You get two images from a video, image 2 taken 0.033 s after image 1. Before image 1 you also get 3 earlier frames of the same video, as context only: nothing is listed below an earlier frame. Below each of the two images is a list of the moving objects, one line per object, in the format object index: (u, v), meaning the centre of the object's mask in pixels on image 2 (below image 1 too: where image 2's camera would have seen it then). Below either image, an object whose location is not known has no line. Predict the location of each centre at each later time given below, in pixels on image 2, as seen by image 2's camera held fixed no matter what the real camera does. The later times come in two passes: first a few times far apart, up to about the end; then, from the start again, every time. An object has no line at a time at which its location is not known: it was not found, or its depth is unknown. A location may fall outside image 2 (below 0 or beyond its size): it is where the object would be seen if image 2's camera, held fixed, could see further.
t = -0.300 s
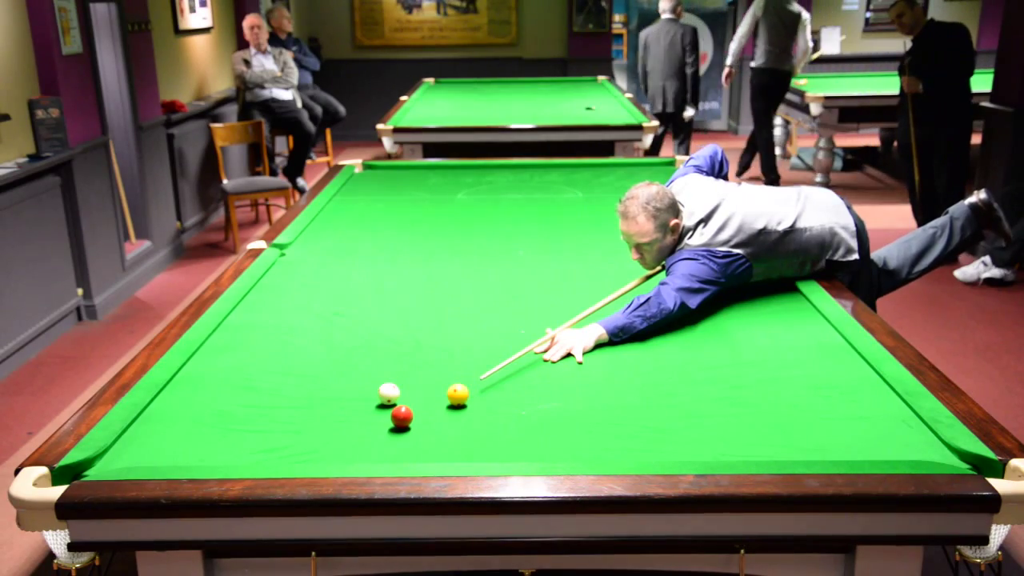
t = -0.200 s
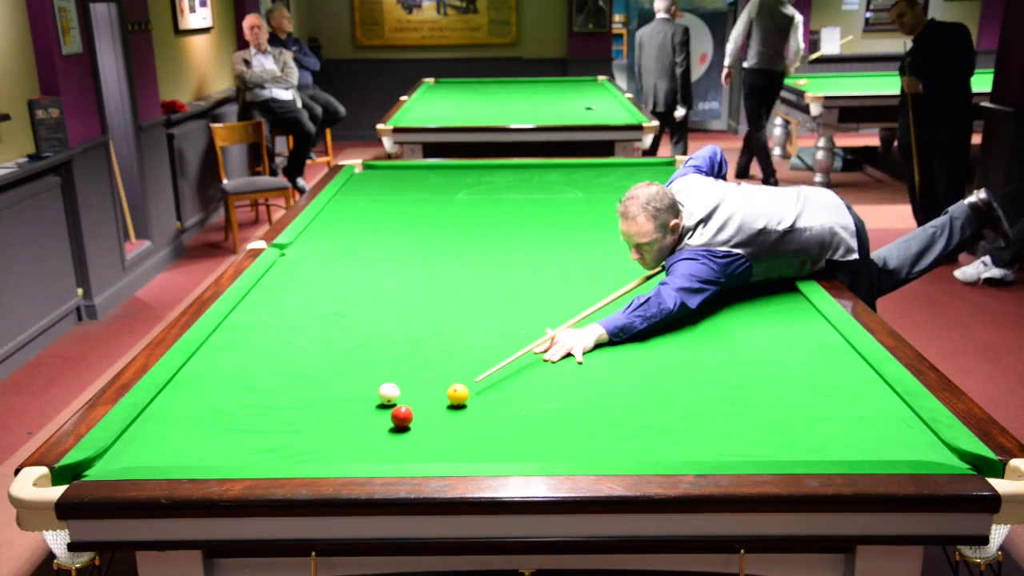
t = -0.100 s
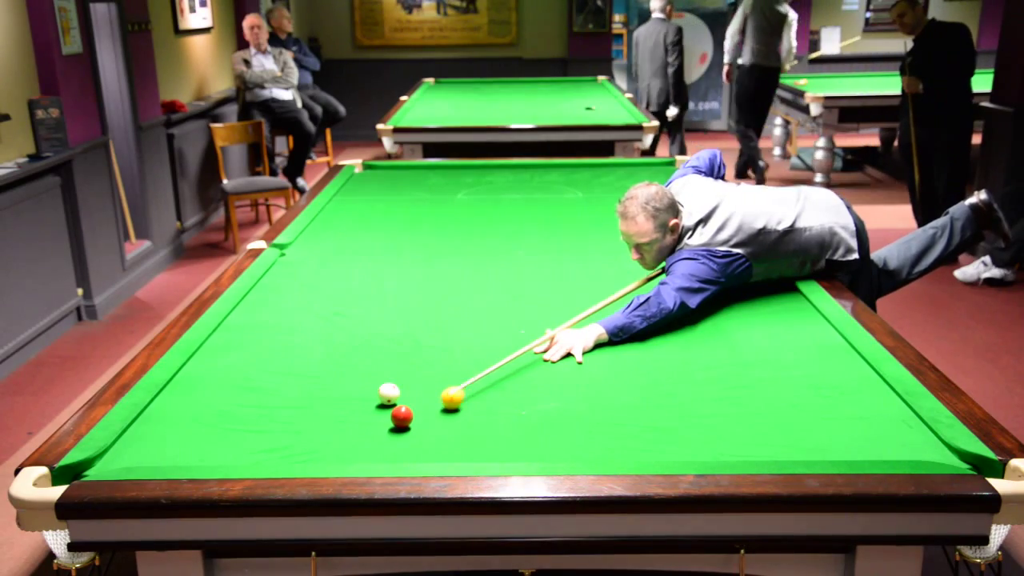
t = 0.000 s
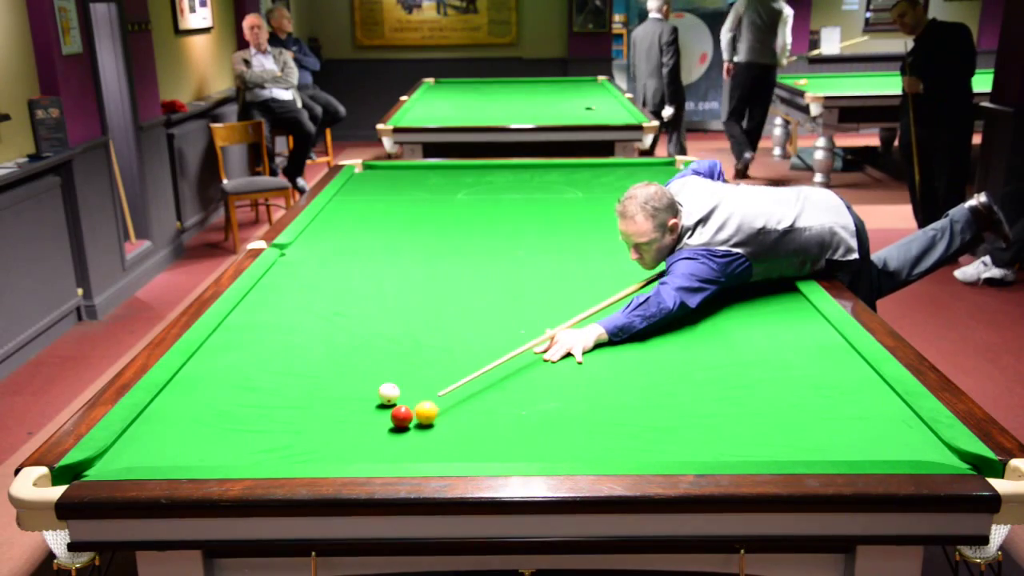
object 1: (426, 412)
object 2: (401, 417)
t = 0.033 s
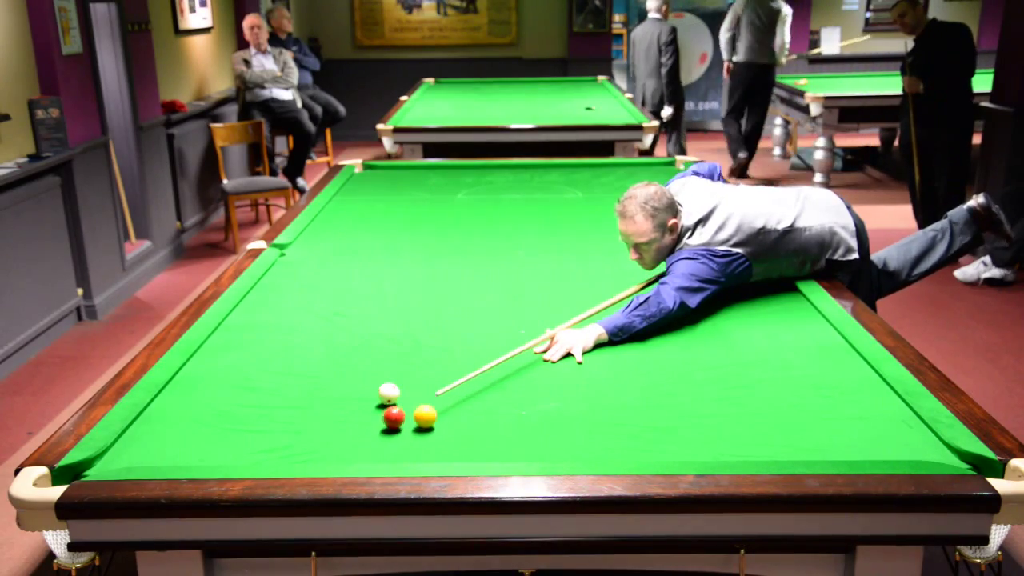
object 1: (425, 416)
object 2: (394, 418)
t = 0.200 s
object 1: (421, 435)
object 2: (355, 424)
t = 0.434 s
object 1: (412, 456)
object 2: (308, 432)
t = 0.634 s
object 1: (405, 446)
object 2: (267, 438)
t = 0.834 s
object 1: (398, 433)
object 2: (227, 444)
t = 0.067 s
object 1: (425, 420)
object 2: (385, 419)
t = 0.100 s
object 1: (424, 423)
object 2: (376, 421)
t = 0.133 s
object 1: (423, 427)
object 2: (369, 422)
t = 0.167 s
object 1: (422, 431)
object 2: (362, 423)
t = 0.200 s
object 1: (421, 435)
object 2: (355, 424)
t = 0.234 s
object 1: (420, 439)
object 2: (349, 425)
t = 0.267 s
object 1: (418, 443)
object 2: (342, 426)
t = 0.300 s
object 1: (417, 447)
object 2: (335, 427)
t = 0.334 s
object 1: (415, 450)
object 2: (328, 428)
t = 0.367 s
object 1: (414, 453)
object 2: (321, 430)
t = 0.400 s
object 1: (413, 455)
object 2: (314, 431)
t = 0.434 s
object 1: (412, 456)
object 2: (308, 432)
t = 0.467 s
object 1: (410, 454)
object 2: (301, 433)
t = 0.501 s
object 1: (409, 453)
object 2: (294, 434)
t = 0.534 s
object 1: (408, 451)
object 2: (287, 435)
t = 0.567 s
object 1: (407, 450)
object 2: (281, 436)
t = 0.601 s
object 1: (406, 448)
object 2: (274, 437)
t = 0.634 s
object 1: (405, 446)
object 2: (267, 438)
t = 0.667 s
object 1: (403, 443)
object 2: (260, 439)
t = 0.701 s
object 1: (402, 441)
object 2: (254, 440)
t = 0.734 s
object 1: (402, 439)
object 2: (247, 441)
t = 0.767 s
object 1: (400, 437)
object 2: (240, 442)
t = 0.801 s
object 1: (399, 435)
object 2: (234, 443)
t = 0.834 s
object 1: (398, 433)
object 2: (227, 444)
